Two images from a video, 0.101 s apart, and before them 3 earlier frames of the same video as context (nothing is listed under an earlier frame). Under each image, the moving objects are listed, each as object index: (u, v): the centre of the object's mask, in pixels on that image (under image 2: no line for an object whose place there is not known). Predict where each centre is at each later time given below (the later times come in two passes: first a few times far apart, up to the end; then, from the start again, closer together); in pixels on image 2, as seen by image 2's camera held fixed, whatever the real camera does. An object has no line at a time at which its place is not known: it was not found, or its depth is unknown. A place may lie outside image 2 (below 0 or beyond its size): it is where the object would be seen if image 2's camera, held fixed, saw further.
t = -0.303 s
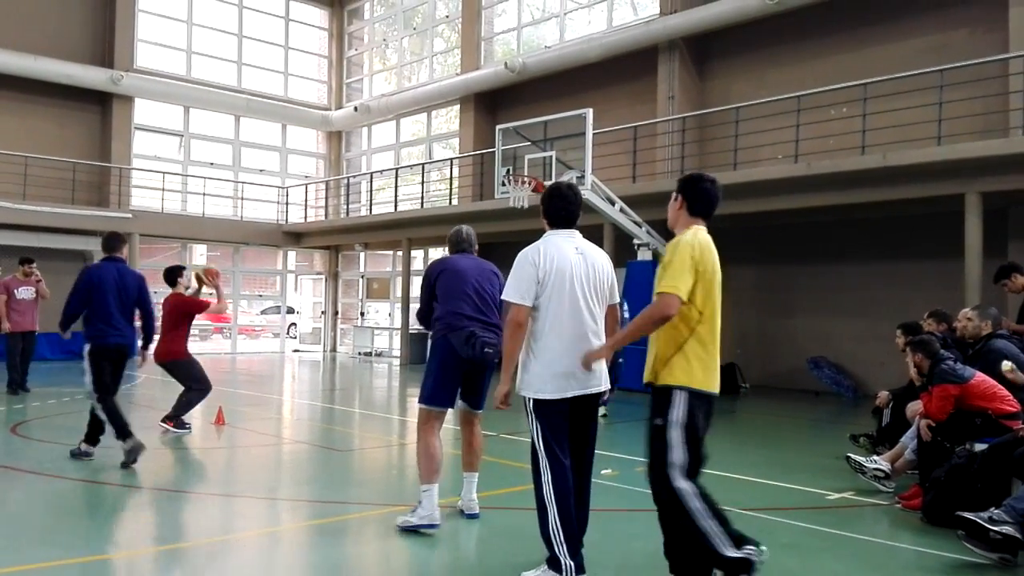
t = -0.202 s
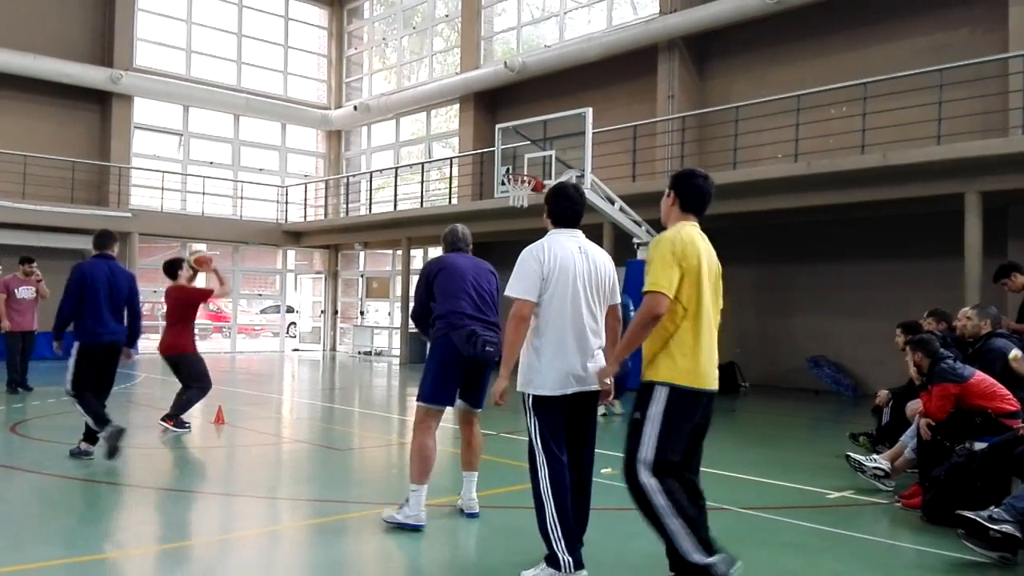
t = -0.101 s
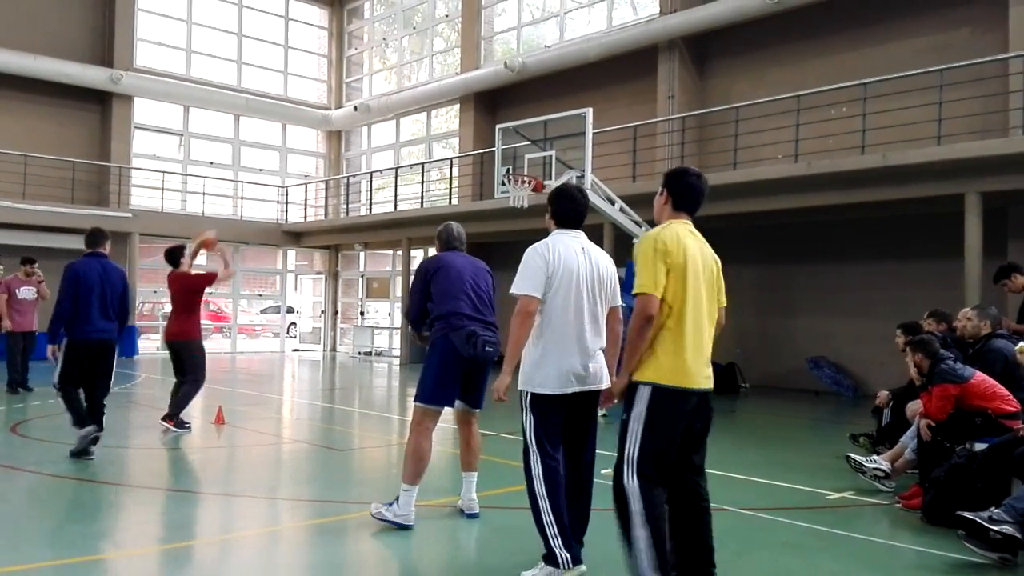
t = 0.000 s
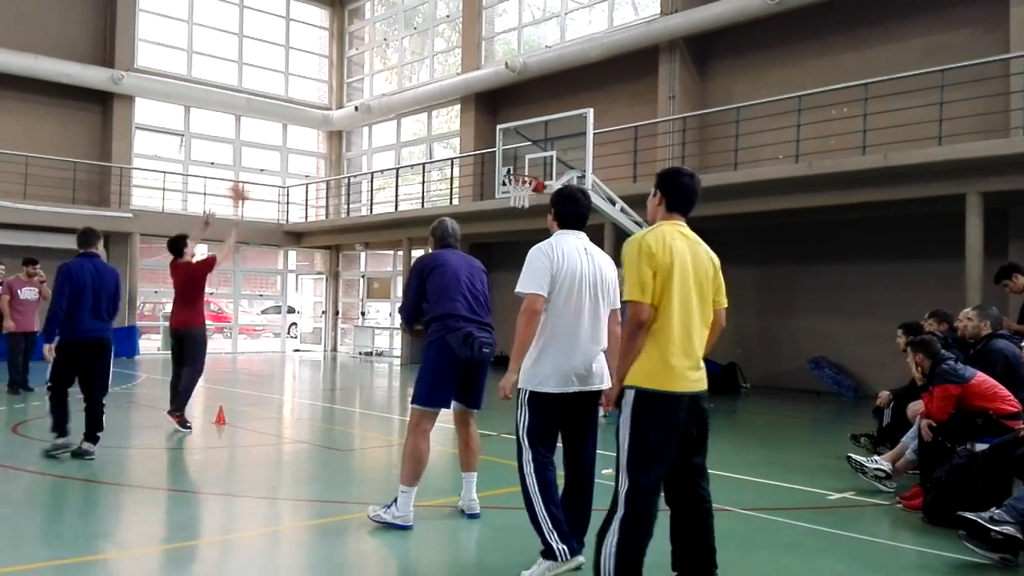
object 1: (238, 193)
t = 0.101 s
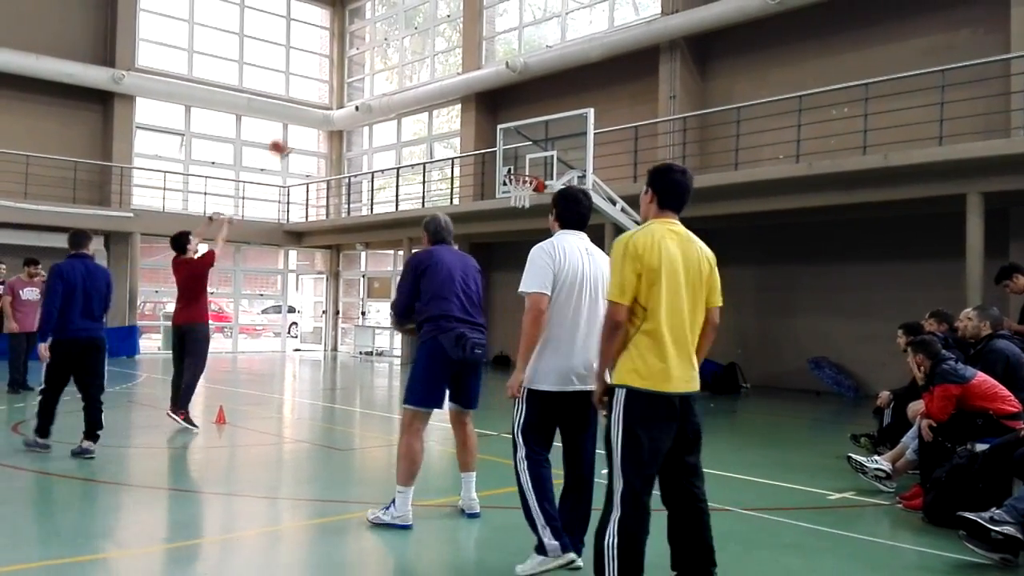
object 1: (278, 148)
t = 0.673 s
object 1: (456, 92)
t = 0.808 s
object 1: (488, 114)
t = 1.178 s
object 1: (573, 196)
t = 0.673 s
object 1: (456, 92)
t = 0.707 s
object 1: (467, 96)
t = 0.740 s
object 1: (475, 101)
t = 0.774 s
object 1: (481, 106)
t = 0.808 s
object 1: (488, 114)
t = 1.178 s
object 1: (573, 196)
